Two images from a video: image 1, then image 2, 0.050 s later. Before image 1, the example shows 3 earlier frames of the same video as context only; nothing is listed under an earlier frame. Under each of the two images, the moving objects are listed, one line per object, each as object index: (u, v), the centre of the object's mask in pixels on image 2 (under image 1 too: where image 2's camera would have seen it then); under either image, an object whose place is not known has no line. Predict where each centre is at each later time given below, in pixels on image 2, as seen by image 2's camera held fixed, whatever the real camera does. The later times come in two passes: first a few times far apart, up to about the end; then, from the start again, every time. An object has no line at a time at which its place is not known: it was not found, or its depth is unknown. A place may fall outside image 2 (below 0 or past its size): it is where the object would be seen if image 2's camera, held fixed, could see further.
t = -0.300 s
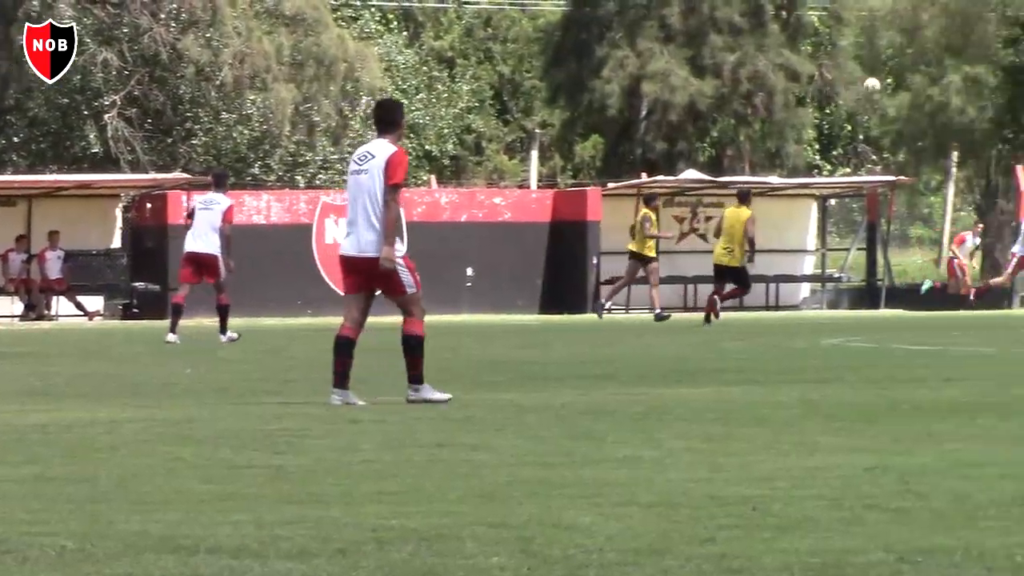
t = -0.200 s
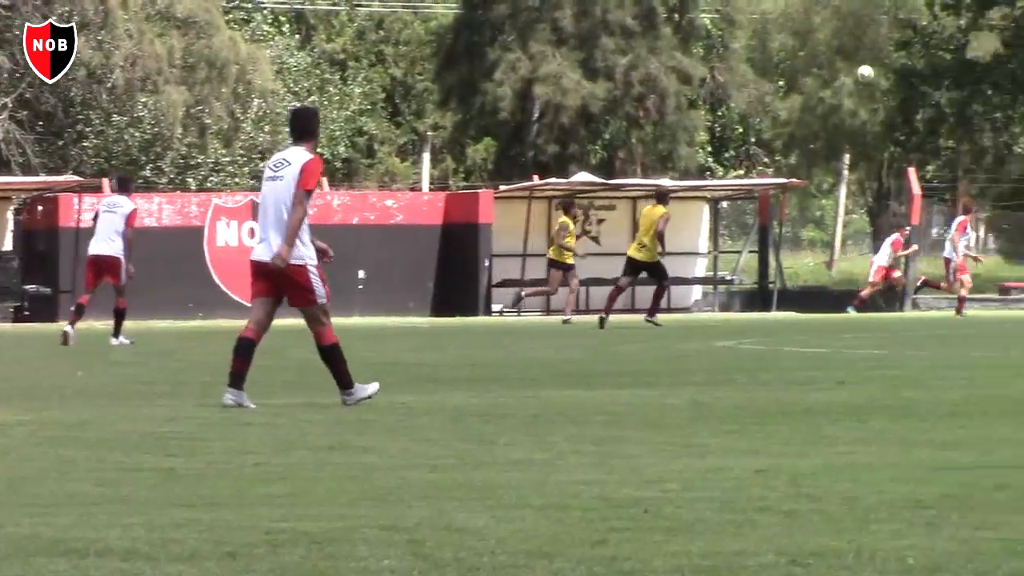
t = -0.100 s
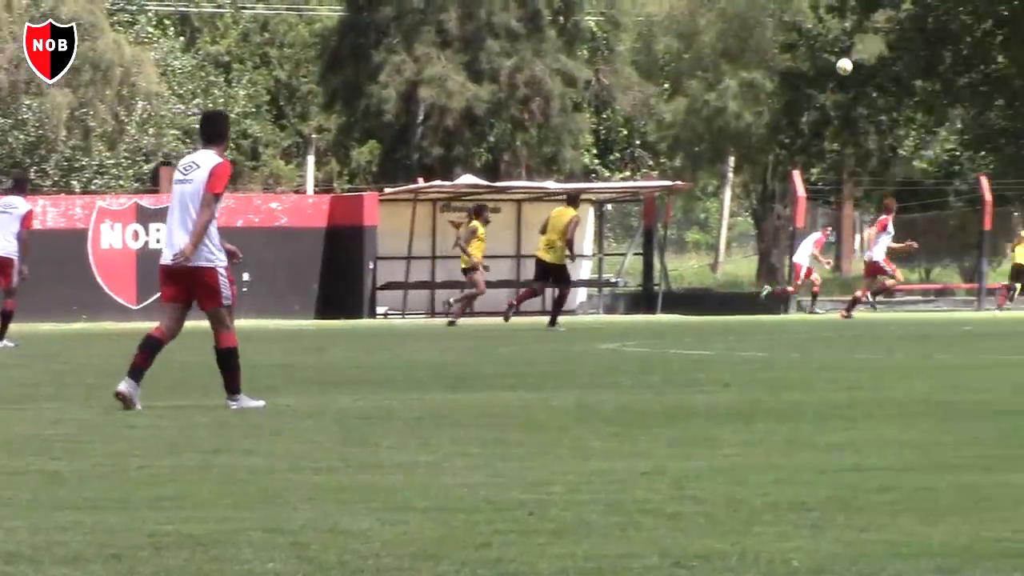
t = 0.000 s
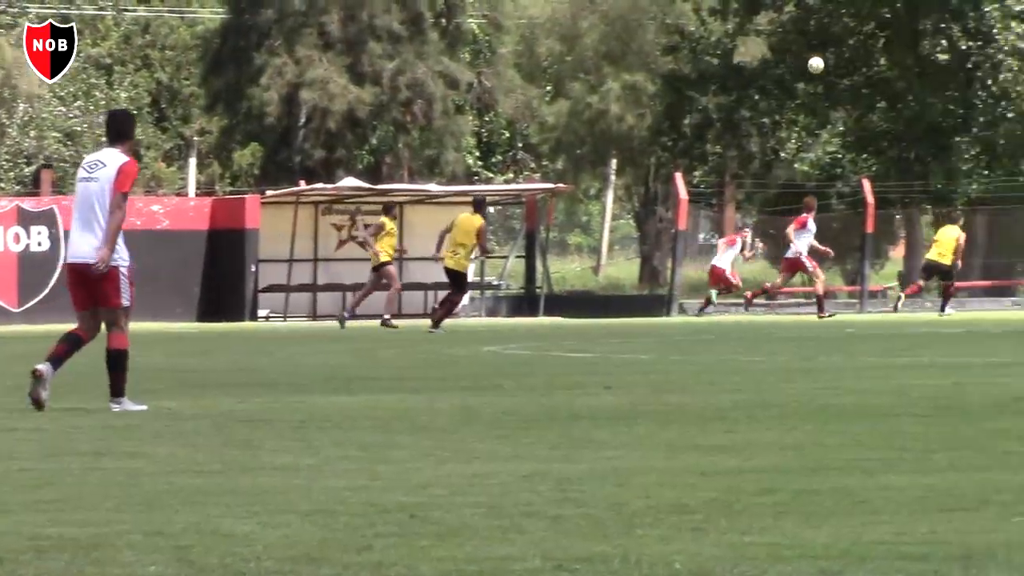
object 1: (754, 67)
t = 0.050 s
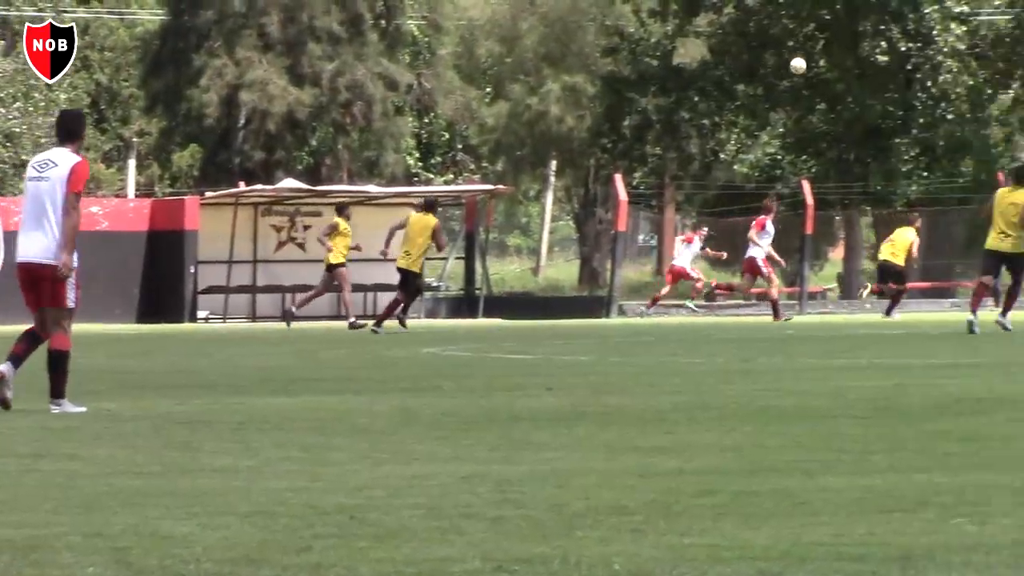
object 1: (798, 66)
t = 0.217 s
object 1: (935, 63)
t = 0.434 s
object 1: (1100, 75)
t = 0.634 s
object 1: (1242, 102)
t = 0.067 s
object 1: (812, 65)
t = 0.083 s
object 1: (826, 65)
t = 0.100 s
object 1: (840, 64)
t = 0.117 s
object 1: (854, 64)
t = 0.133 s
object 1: (868, 64)
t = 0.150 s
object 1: (881, 64)
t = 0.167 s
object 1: (895, 64)
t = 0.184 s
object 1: (908, 64)
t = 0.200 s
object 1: (921, 63)
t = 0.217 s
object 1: (935, 63)
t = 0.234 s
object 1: (948, 63)
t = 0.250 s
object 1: (961, 63)
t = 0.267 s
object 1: (974, 64)
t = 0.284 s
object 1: (987, 65)
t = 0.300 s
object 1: (1000, 66)
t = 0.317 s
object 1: (1013, 67)
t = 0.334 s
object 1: (1025, 68)
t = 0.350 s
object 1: (1037, 69)
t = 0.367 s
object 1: (1050, 70)
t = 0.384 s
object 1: (1063, 72)
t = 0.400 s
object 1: (1075, 73)
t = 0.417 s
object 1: (1088, 74)
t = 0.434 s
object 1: (1100, 75)
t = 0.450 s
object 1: (1112, 77)
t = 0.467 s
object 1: (1124, 78)
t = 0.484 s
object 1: (1135, 80)
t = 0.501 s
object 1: (1147, 82)
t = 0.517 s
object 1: (1159, 84)
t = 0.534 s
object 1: (1171, 87)
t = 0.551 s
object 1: (1183, 89)
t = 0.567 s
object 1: (1195, 91)
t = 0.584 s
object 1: (1206, 94)
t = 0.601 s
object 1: (1218, 96)
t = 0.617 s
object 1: (1230, 99)
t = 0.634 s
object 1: (1242, 102)
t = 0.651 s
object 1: (1254, 105)
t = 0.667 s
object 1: (1265, 109)
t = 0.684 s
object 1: (1277, 112)
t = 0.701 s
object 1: (1289, 116)
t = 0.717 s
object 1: (1300, 120)
